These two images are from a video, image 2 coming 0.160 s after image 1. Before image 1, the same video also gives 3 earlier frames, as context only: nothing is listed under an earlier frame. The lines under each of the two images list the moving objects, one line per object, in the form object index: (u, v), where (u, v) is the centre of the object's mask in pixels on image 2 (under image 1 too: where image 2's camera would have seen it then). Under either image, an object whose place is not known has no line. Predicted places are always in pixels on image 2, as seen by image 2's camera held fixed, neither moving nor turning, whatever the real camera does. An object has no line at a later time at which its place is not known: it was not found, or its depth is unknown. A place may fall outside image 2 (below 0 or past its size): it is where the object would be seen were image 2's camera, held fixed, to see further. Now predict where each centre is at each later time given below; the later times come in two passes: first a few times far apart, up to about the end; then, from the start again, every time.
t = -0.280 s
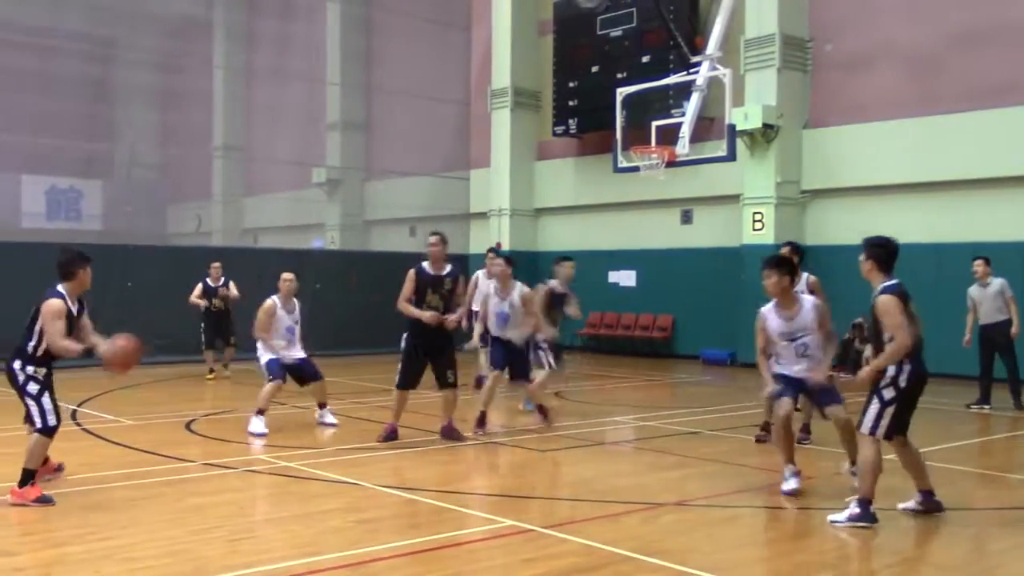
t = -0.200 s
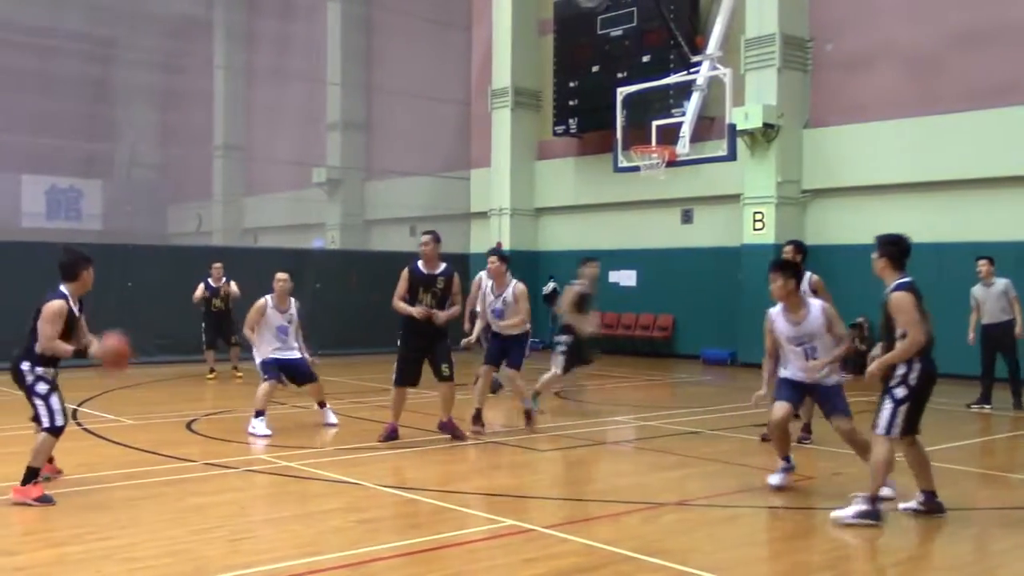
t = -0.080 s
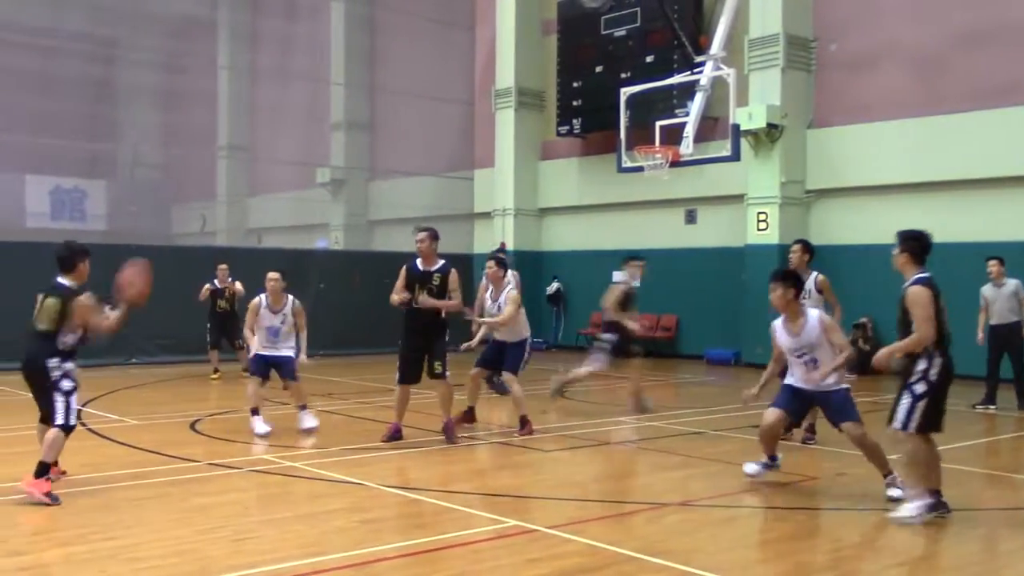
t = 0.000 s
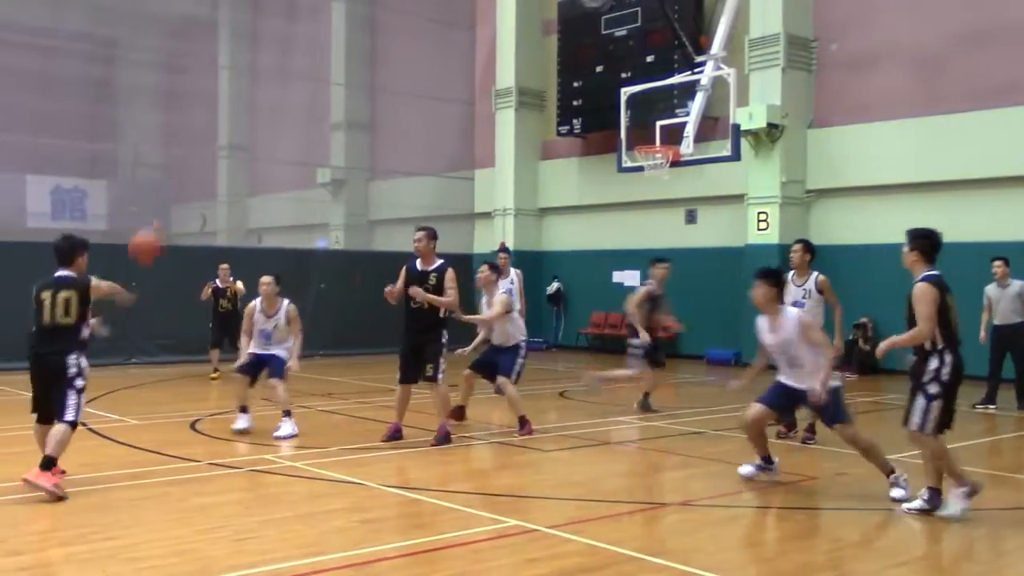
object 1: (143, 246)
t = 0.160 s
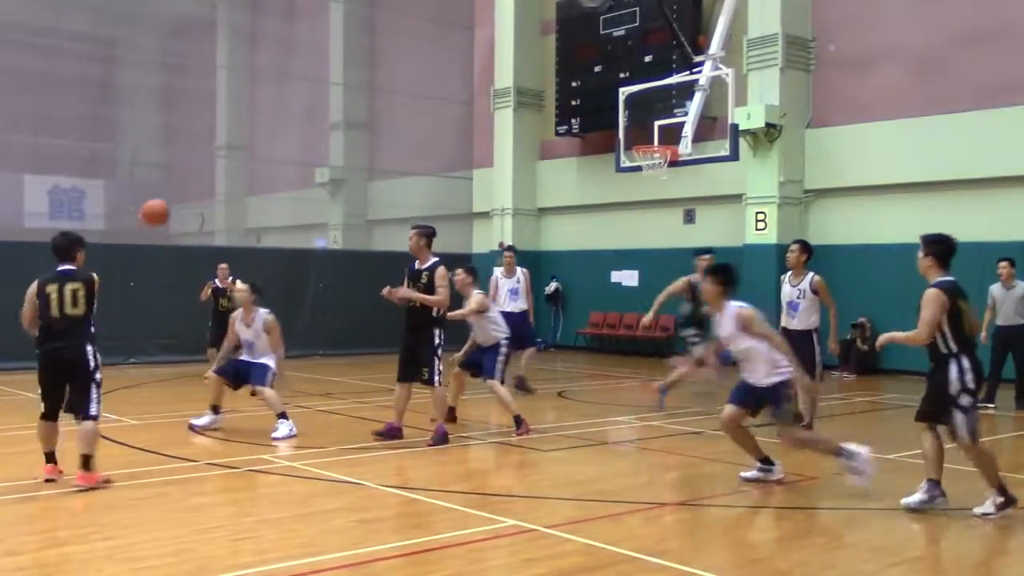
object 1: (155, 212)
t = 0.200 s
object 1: (156, 208)
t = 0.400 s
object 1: (166, 212)
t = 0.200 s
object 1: (156, 208)
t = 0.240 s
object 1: (159, 207)
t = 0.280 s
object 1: (160, 207)
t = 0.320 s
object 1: (162, 207)
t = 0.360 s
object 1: (164, 209)
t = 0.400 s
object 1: (166, 212)
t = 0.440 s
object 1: (167, 216)
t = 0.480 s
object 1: (168, 222)
